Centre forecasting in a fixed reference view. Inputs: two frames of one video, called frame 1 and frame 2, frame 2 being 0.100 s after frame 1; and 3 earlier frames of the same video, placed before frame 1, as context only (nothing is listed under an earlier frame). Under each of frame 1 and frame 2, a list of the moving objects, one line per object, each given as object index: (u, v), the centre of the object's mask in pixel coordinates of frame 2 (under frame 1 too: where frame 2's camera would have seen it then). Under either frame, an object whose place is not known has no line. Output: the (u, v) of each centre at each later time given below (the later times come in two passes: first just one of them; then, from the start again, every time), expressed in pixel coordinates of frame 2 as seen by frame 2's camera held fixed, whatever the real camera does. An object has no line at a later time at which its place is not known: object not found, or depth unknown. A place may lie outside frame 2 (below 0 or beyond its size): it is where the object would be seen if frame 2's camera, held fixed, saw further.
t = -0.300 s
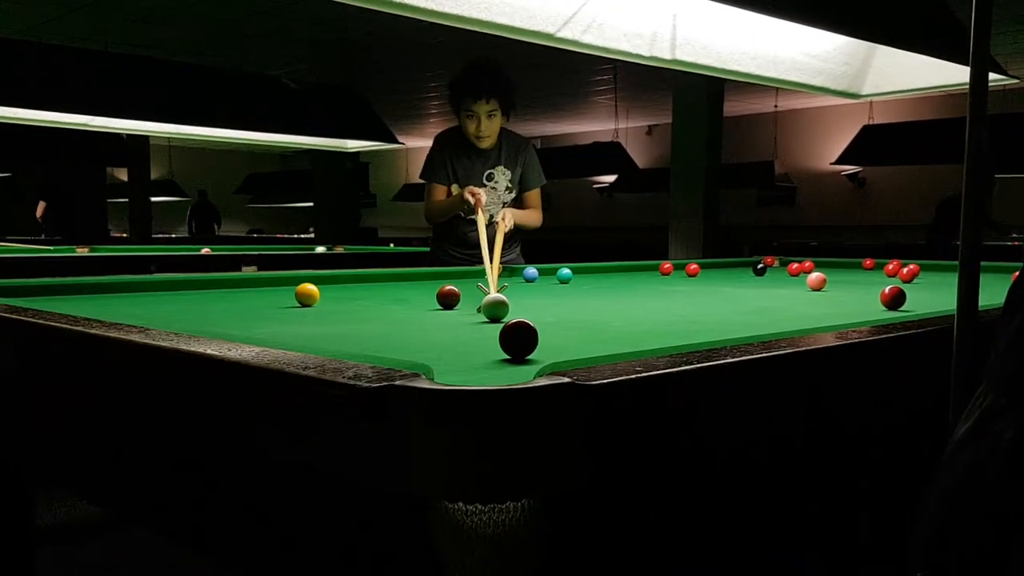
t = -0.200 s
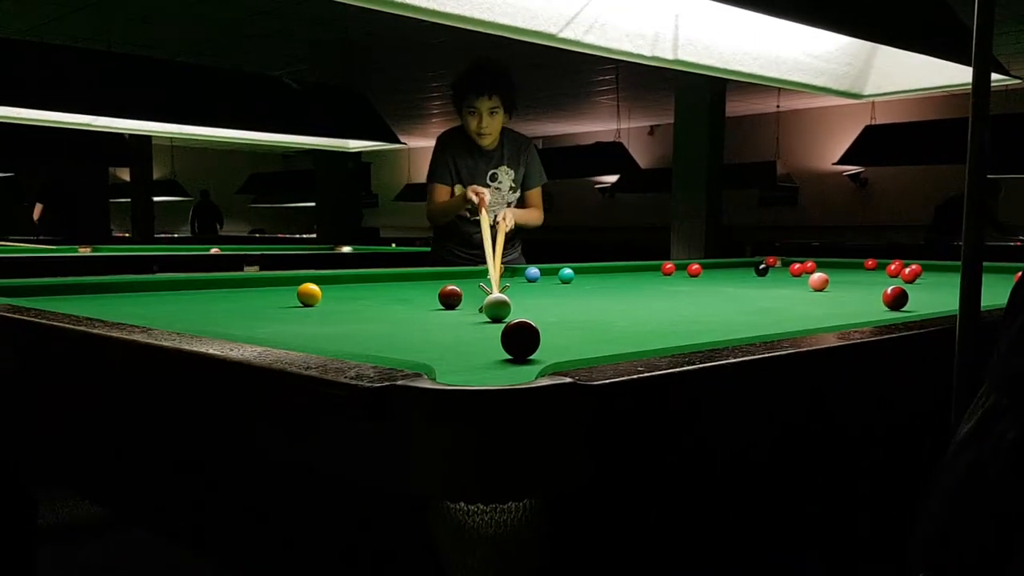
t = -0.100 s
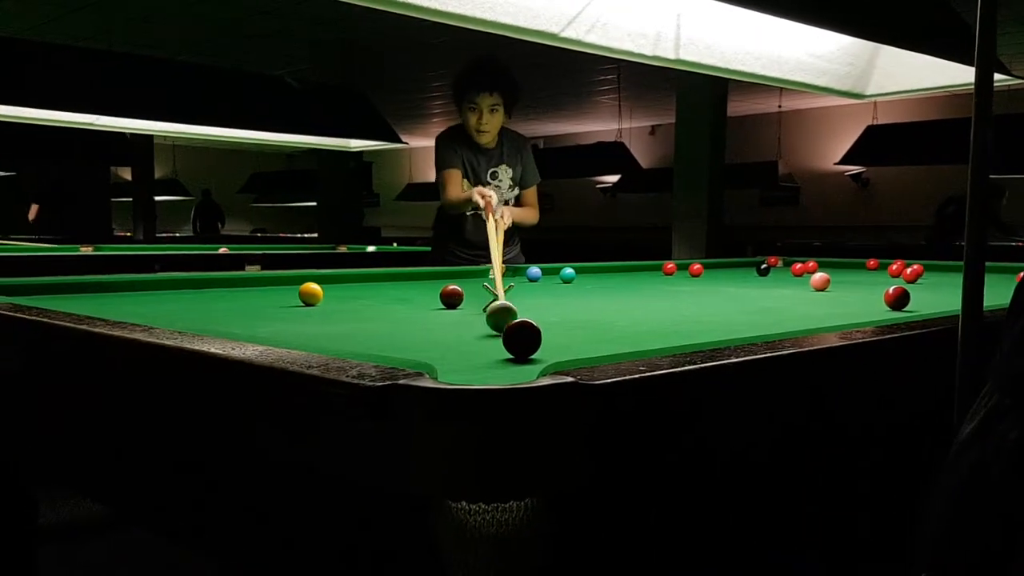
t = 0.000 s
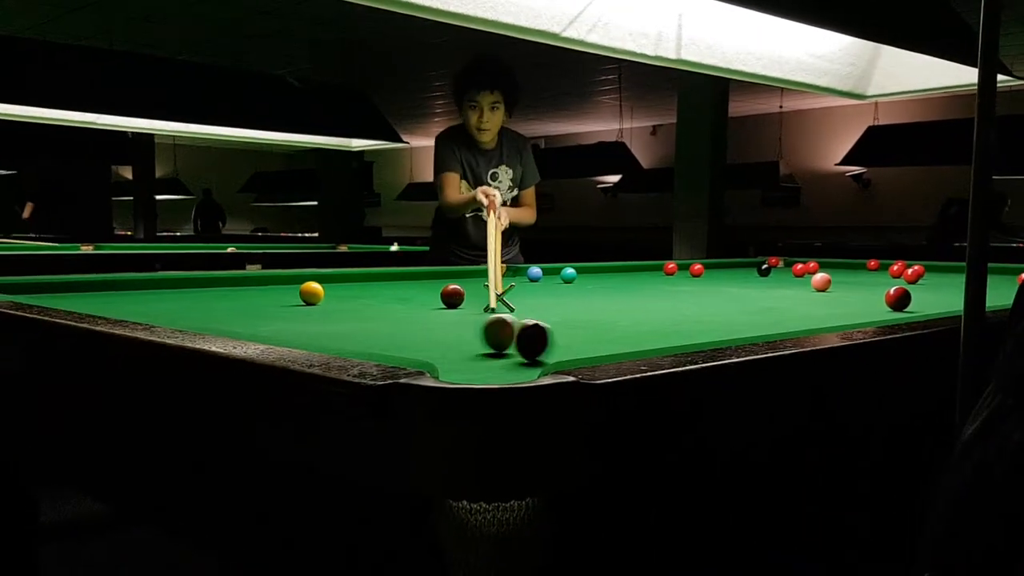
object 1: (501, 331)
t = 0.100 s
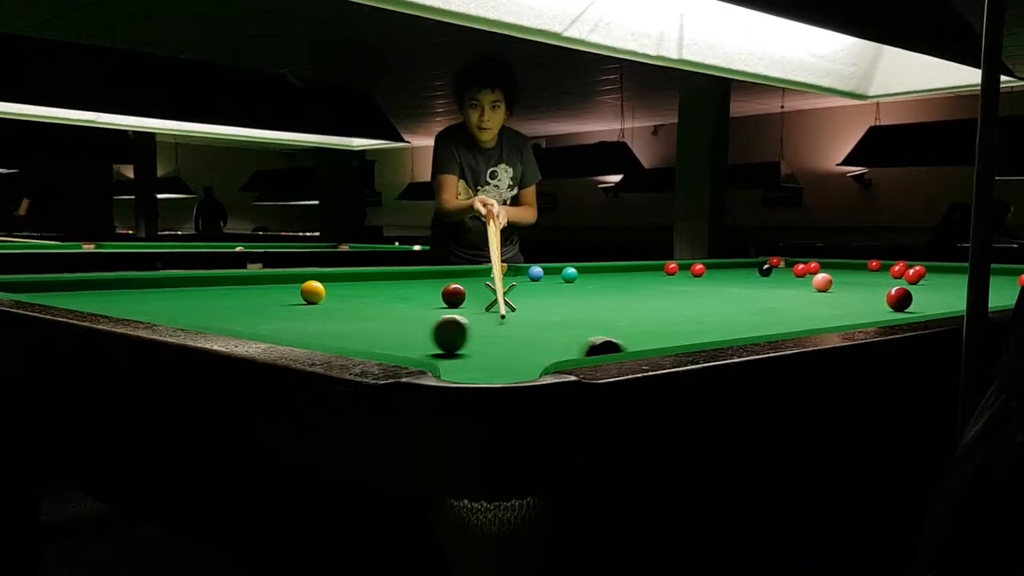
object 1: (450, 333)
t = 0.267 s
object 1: (390, 332)
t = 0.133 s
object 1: (437, 333)
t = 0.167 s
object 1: (425, 333)
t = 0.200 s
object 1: (413, 333)
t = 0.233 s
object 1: (401, 332)
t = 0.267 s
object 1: (390, 332)
